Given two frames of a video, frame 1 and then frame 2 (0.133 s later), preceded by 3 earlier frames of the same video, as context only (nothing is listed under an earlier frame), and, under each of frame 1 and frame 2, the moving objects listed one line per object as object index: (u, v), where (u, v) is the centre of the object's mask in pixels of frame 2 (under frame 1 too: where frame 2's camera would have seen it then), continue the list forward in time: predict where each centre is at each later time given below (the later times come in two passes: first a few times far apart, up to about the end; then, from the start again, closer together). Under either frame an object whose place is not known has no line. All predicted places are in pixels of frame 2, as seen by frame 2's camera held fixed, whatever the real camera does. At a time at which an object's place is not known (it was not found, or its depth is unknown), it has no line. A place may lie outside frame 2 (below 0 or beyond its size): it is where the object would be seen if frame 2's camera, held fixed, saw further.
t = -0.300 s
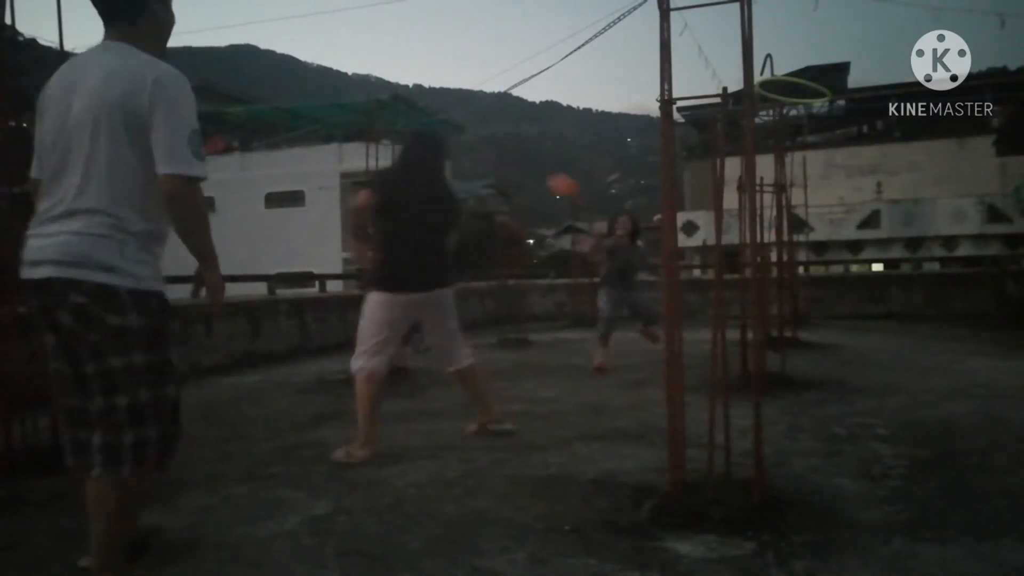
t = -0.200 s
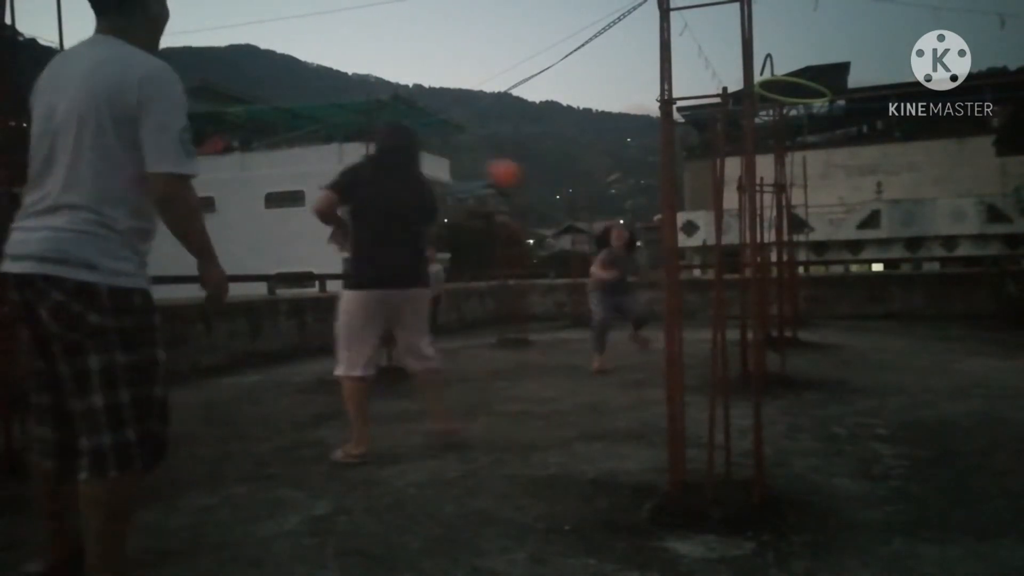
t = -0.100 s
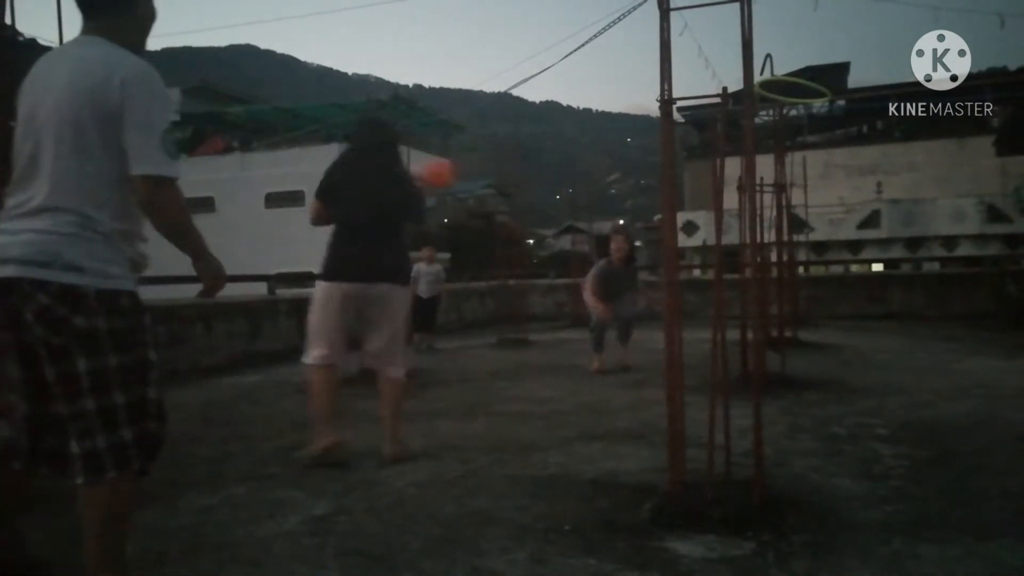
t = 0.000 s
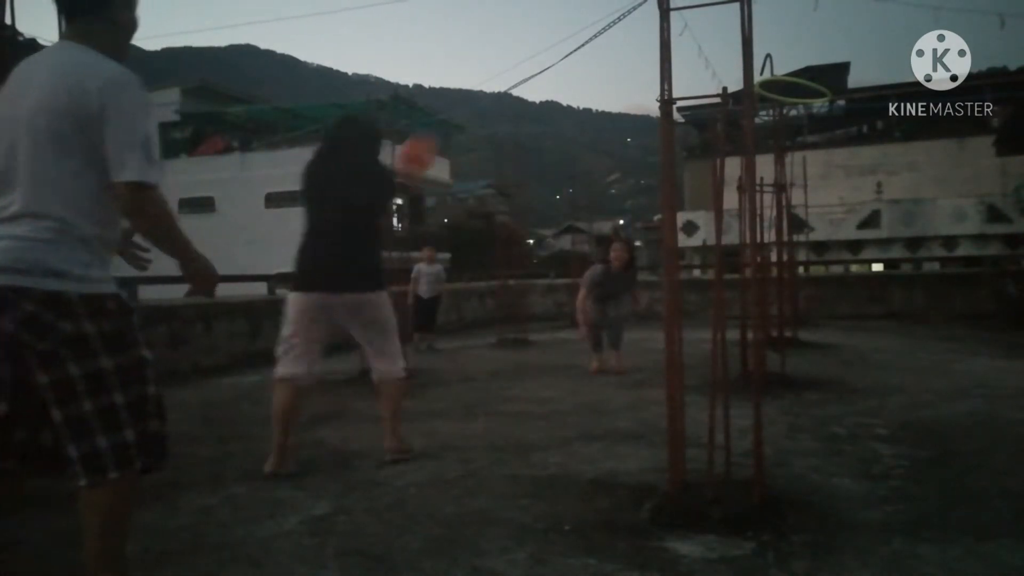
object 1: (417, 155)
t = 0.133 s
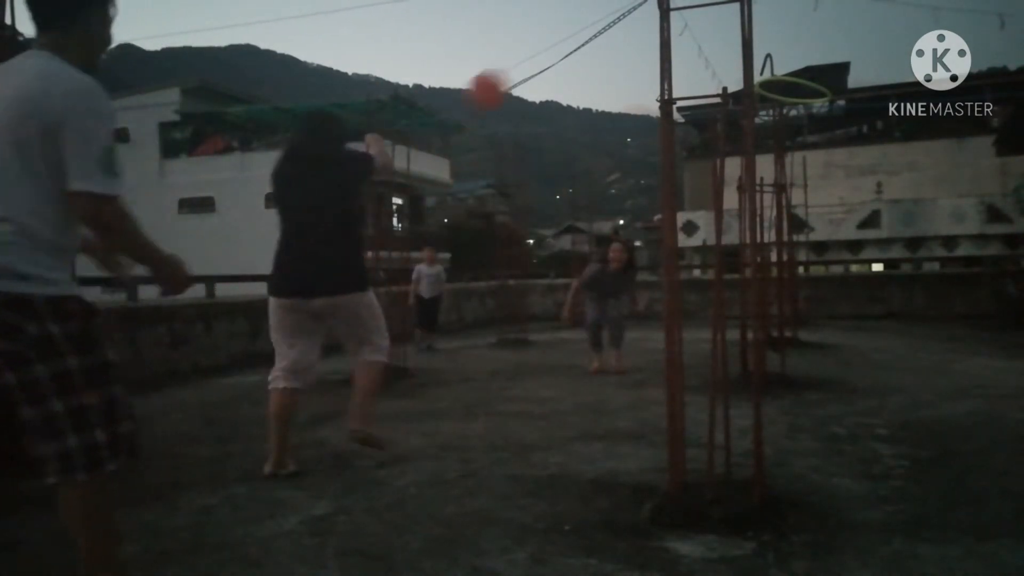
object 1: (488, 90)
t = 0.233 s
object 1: (551, 59)
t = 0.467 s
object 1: (707, 71)
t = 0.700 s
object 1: (611, 80)
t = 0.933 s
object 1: (497, 204)
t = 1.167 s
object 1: (408, 443)
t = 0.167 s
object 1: (509, 77)
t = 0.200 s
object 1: (530, 67)
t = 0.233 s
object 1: (551, 59)
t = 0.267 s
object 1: (575, 53)
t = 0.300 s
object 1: (601, 50)
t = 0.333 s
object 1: (626, 50)
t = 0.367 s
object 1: (651, 52)
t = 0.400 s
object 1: (665, 56)
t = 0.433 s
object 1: (686, 62)
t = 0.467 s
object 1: (707, 71)
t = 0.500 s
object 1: (724, 82)
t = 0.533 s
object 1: (706, 74)
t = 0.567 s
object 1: (688, 70)
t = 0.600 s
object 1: (666, 68)
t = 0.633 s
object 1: (646, 70)
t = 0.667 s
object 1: (628, 74)
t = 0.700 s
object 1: (611, 80)
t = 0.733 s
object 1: (592, 89)
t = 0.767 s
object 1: (574, 102)
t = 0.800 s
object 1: (557, 117)
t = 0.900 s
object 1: (512, 177)
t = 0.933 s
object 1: (497, 204)
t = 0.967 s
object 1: (485, 231)
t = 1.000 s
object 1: (471, 259)
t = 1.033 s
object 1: (457, 294)
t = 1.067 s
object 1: (446, 326)
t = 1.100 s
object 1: (433, 365)
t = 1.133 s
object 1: (421, 403)
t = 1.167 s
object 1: (408, 443)
